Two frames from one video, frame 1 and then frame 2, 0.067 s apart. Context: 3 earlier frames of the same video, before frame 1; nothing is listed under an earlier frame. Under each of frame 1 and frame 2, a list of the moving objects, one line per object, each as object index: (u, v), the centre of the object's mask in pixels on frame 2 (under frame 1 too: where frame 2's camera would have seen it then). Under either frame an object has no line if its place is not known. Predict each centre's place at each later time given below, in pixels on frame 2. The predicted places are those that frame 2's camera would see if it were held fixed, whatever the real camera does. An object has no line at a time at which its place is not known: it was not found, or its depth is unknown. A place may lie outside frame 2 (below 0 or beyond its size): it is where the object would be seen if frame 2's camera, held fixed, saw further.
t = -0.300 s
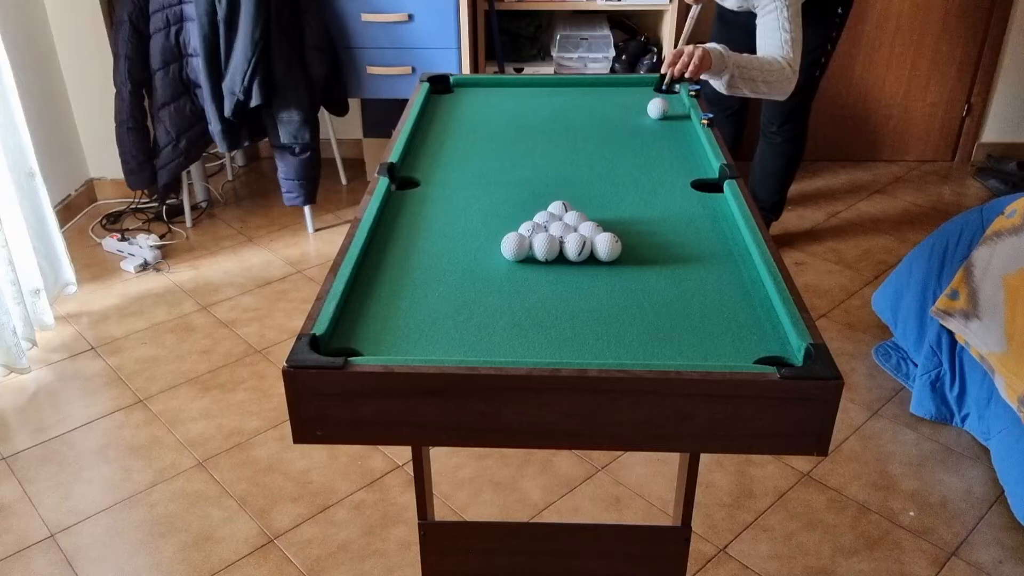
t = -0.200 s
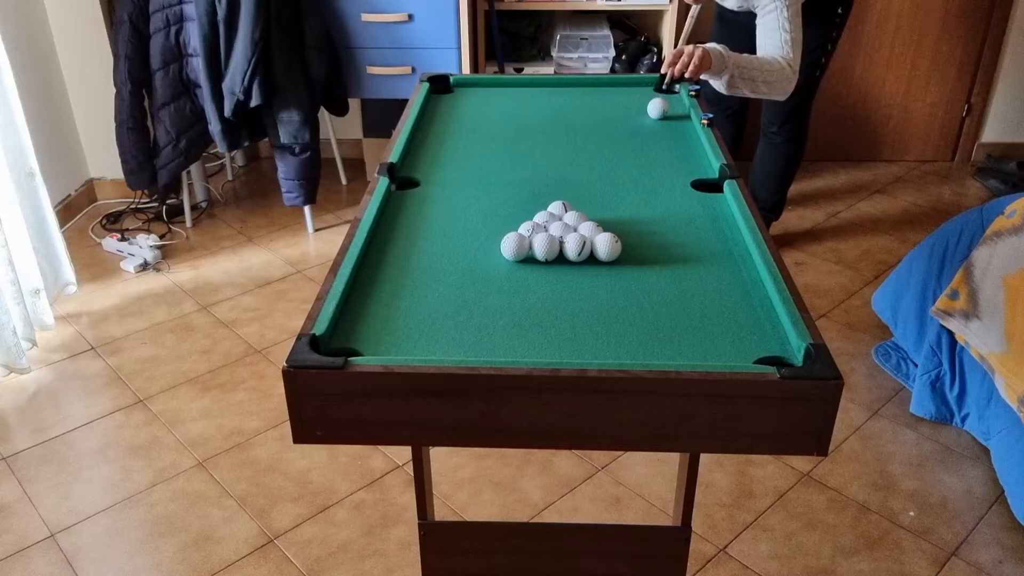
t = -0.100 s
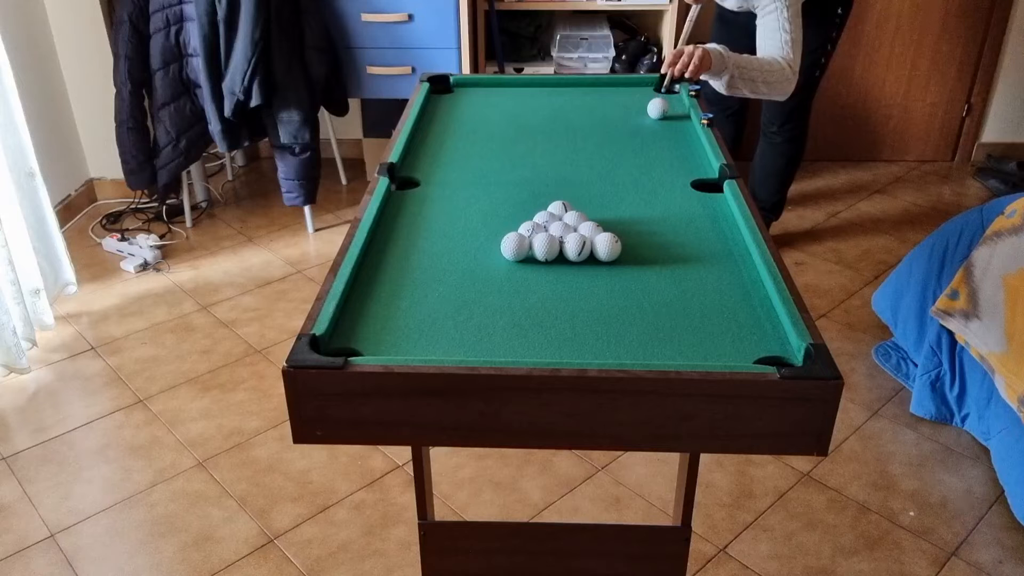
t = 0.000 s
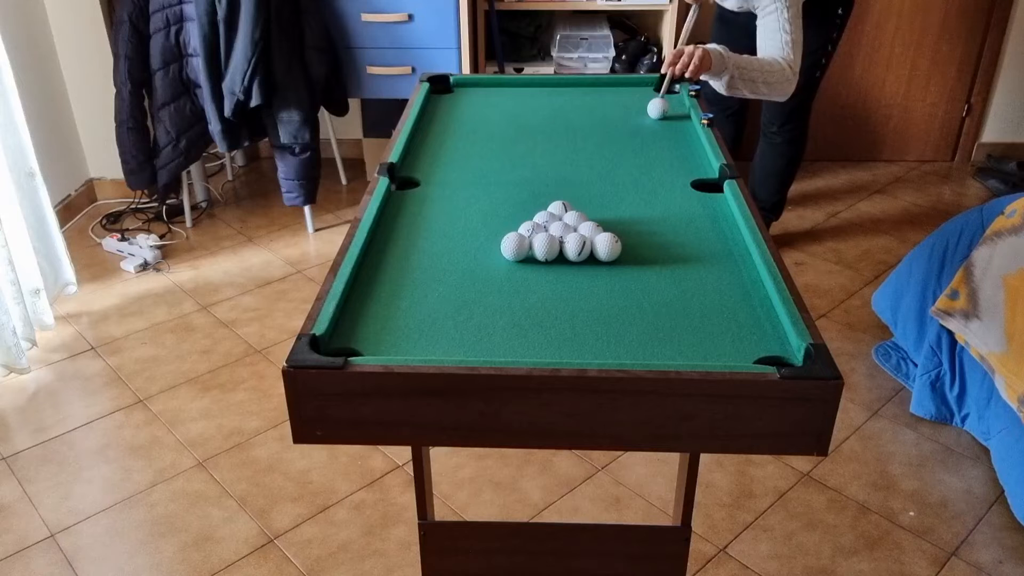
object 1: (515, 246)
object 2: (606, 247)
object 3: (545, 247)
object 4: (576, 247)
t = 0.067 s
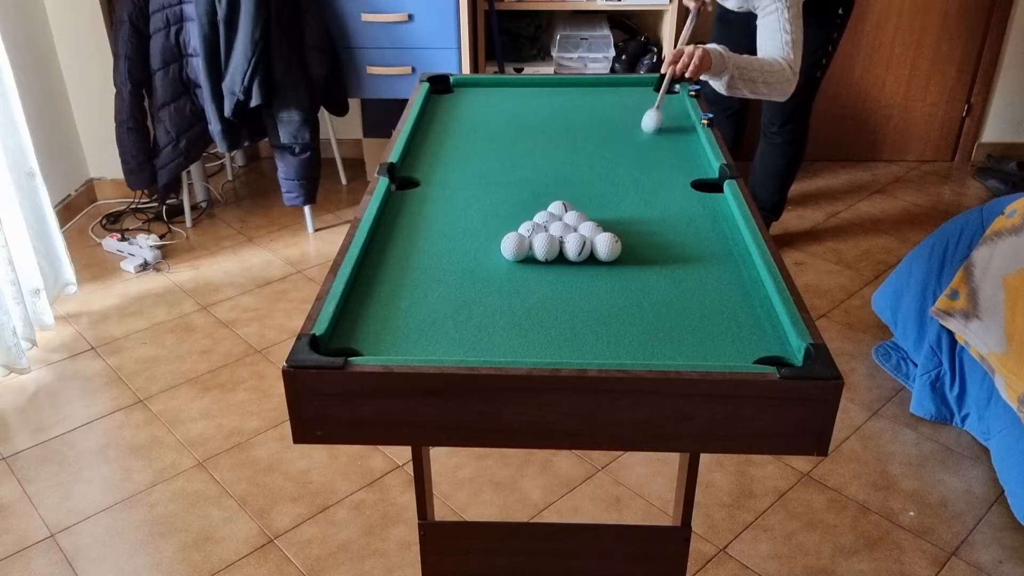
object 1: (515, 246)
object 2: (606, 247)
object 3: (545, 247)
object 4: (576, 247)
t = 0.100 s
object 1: (515, 246)
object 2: (606, 247)
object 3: (545, 247)
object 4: (576, 247)
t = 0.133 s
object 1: (515, 246)
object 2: (606, 247)
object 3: (545, 247)
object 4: (576, 247)
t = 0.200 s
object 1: (515, 246)
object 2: (606, 247)
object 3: (545, 247)
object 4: (576, 247)
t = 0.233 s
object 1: (515, 246)
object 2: (606, 247)
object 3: (545, 247)
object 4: (576, 247)
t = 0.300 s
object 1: (515, 246)
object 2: (606, 247)
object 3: (545, 247)
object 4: (576, 247)
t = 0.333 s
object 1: (515, 246)
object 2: (606, 247)
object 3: (545, 247)
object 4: (576, 247)
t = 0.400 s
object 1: (515, 246)
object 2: (606, 247)
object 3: (545, 247)
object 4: (576, 247)
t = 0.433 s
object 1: (515, 246)
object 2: (606, 247)
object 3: (545, 247)
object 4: (576, 247)
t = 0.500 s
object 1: (514, 247)
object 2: (606, 247)
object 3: (544, 247)
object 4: (575, 249)
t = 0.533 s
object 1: (511, 248)
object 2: (607, 248)
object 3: (542, 247)
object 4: (573, 252)
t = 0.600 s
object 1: (504, 249)
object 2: (608, 248)
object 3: (539, 247)
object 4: (570, 259)
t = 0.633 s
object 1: (501, 250)
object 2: (609, 249)
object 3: (538, 247)
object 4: (569, 263)
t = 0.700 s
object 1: (494, 252)
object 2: (610, 250)
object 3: (534, 247)
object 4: (565, 270)
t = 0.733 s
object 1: (491, 252)
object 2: (610, 250)
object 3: (532, 247)
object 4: (564, 273)
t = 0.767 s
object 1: (489, 253)
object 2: (610, 250)
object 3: (531, 247)
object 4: (563, 277)
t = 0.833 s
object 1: (483, 255)
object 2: (611, 251)
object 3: (528, 247)
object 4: (560, 284)
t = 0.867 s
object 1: (480, 256)
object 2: (611, 251)
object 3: (527, 246)
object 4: (559, 287)
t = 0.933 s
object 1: (475, 257)
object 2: (611, 252)
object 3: (525, 246)
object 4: (556, 294)
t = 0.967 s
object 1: (473, 258)
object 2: (611, 252)
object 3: (525, 246)
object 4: (555, 298)
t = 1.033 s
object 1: (468, 259)
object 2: (611, 252)
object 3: (523, 246)
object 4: (553, 304)
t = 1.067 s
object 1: (466, 260)
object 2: (611, 252)
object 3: (523, 246)
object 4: (552, 308)
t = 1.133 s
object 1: (462, 261)
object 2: (612, 253)
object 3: (522, 245)
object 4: (550, 315)
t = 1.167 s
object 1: (459, 262)
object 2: (612, 253)
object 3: (522, 245)
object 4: (549, 318)
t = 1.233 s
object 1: (456, 263)
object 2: (612, 253)
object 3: (521, 245)
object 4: (547, 325)
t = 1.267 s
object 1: (455, 264)
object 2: (612, 253)
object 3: (521, 245)
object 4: (546, 329)
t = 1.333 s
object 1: (452, 265)
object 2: (612, 253)
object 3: (522, 245)
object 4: (543, 336)
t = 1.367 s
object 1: (450, 266)
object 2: (612, 253)
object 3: (522, 245)
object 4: (543, 339)
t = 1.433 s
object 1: (448, 267)
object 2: (612, 253)
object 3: (522, 245)
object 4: (541, 344)
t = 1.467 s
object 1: (447, 267)
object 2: (612, 253)
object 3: (522, 245)
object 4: (540, 346)
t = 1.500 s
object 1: (446, 267)
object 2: (612, 253)
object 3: (522, 246)
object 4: (540, 346)
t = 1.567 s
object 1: (444, 268)
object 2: (612, 253)
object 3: (522, 245)
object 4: (539, 345)
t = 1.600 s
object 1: (443, 268)
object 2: (612, 253)
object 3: (522, 245)
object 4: (539, 344)
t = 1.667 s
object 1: (442, 268)
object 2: (612, 253)
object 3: (522, 245)
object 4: (539, 342)
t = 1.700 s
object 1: (441, 268)
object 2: (612, 253)
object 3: (522, 245)
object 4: (539, 341)
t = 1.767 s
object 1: (441, 268)
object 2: (612, 253)
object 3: (522, 245)
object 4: (539, 338)
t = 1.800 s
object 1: (440, 268)
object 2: (612, 253)
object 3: (522, 245)
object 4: (539, 337)
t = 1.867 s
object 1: (440, 268)
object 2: (612, 253)
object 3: (522, 245)
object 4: (540, 335)
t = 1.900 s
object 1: (440, 268)
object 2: (612, 253)
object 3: (522, 245)
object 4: (541, 334)
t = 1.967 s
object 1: (440, 268)
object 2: (612, 253)
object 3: (522, 245)
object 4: (542, 332)
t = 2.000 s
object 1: (440, 268)
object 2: (612, 253)
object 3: (522, 245)
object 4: (542, 331)
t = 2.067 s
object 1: (440, 268)
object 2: (612, 253)
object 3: (522, 245)
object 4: (543, 330)
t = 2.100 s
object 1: (441, 268)
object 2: (612, 253)
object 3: (522, 245)
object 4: (544, 329)
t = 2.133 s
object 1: (441, 268)
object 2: (612, 253)
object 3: (522, 245)
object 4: (544, 328)
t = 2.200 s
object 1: (441, 268)
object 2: (612, 253)
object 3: (522, 245)
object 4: (545, 327)
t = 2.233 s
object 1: (441, 268)
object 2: (612, 253)
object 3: (522, 245)
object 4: (545, 327)
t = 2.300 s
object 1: (441, 268)
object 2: (612, 253)
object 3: (522, 245)
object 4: (546, 326)
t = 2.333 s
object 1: (441, 268)
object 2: (612, 253)
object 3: (522, 245)
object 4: (546, 325)
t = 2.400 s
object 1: (442, 268)
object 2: (612, 253)
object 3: (522, 245)
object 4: (546, 325)
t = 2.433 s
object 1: (442, 268)
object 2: (612, 253)
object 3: (522, 245)
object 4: (547, 325)
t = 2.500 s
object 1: (443, 268)
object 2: (612, 253)
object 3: (522, 245)
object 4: (547, 324)
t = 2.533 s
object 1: (443, 268)
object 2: (612, 253)
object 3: (522, 245)
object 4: (548, 324)
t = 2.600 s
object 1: (442, 268)
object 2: (612, 253)
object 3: (522, 245)
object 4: (548, 324)
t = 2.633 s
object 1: (442, 268)
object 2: (612, 253)
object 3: (522, 245)
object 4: (548, 324)
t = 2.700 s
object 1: (442, 268)
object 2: (612, 253)
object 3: (522, 245)
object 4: (548, 325)
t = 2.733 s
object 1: (442, 268)
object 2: (612, 253)
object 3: (522, 245)
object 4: (548, 325)
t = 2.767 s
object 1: (442, 268)
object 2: (612, 253)
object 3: (522, 245)
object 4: (548, 325)
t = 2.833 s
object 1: (442, 268)
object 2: (612, 253)
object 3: (522, 245)
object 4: (548, 325)
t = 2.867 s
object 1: (442, 268)
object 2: (612, 253)
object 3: (522, 245)
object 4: (548, 325)
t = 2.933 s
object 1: (442, 268)
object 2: (612, 253)
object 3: (522, 245)
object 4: (548, 325)
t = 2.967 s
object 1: (442, 268)
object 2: (612, 253)
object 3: (522, 245)
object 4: (548, 325)
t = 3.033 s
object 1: (442, 268)
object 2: (612, 253)
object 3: (522, 245)
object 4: (548, 325)
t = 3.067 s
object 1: (442, 268)
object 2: (612, 253)
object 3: (522, 245)
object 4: (548, 325)
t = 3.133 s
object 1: (442, 268)
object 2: (612, 253)
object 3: (522, 245)
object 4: (548, 325)
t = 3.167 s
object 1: (442, 268)
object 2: (612, 253)
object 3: (522, 245)
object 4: (548, 325)
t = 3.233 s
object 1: (442, 268)
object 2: (612, 253)
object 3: (522, 245)
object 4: (548, 325)
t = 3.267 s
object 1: (442, 268)
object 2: (612, 253)
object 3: (522, 245)
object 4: (548, 325)
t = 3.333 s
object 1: (442, 268)
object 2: (612, 253)
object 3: (522, 245)
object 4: (548, 325)
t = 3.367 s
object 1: (442, 268)
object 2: (612, 253)
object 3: (522, 245)
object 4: (548, 325)
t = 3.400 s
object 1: (442, 268)
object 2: (612, 253)
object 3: (522, 245)
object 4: (548, 325)
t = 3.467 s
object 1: (442, 268)
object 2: (612, 253)
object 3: (522, 245)
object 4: (548, 325)
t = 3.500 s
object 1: (442, 268)
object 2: (612, 253)
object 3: (522, 245)
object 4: (548, 325)
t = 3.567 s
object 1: (442, 268)
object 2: (612, 253)
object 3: (522, 245)
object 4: (548, 325)
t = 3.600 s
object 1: (442, 268)
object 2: (612, 253)
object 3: (522, 245)
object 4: (548, 325)
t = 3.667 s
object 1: (442, 268)
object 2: (612, 253)
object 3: (522, 245)
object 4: (548, 325)
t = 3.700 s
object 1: (442, 268)
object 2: (612, 253)
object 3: (522, 245)
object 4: (548, 325)
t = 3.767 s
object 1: (442, 268)
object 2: (612, 253)
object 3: (522, 245)
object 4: (548, 325)
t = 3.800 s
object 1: (442, 268)
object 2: (612, 253)
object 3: (522, 245)
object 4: (548, 325)
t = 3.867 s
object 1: (442, 268)
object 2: (612, 253)
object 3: (522, 245)
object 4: (548, 325)
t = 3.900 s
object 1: (442, 268)
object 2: (612, 253)
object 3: (522, 245)
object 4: (548, 325)
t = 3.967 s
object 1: (442, 268)
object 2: (612, 253)
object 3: (522, 245)
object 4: (548, 325)
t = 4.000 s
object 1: (442, 268)
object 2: (612, 253)
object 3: (522, 245)
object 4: (548, 325)
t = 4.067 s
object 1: (442, 268)
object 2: (612, 253)
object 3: (522, 245)
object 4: (548, 325)
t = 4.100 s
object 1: (442, 268)
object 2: (612, 253)
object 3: (522, 245)
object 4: (548, 325)
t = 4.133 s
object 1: (442, 268)
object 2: (612, 253)
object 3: (522, 245)
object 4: (548, 325)
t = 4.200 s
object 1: (442, 268)
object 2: (612, 253)
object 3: (522, 245)
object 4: (548, 325)
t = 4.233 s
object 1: (442, 268)
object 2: (612, 253)
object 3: (522, 245)
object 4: (548, 325)
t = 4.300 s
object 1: (442, 268)
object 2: (612, 253)
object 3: (522, 245)
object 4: (548, 325)
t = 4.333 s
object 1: (442, 268)
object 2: (612, 253)
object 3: (522, 245)
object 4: (548, 325)
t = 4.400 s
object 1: (442, 268)
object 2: (612, 253)
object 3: (522, 245)
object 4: (548, 325)
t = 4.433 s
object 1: (442, 268)
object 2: (612, 253)
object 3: (522, 245)
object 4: (548, 325)
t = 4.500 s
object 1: (442, 268)
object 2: (612, 253)
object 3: (522, 245)
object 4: (548, 325)
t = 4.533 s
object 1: (442, 268)
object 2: (612, 253)
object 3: (522, 245)
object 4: (548, 325)
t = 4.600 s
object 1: (442, 268)
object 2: (612, 253)
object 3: (522, 245)
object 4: (548, 325)
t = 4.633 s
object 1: (442, 268)
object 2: (612, 253)
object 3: (522, 245)
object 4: (548, 325)
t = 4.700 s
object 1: (442, 268)
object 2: (612, 253)
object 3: (522, 245)
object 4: (548, 325)
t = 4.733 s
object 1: (442, 268)
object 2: (612, 253)
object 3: (522, 245)
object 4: (548, 325)
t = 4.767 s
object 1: (442, 268)
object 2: (612, 253)
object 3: (522, 245)
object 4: (548, 325)
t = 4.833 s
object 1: (442, 268)
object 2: (612, 253)
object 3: (522, 245)
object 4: (548, 325)
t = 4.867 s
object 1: (442, 268)
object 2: (612, 253)
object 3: (522, 245)
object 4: (548, 325)
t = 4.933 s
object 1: (442, 268)
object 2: (612, 253)
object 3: (522, 245)
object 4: (548, 325)
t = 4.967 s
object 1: (442, 268)
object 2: (612, 253)
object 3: (522, 245)
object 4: (548, 325)
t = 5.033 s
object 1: (442, 268)
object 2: (612, 253)
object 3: (522, 245)
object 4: (548, 325)
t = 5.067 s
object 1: (442, 268)
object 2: (612, 253)
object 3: (522, 245)
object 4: (548, 325)
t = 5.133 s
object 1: (442, 268)
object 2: (612, 253)
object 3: (522, 245)
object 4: (548, 325)
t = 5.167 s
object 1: (442, 268)
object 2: (612, 253)
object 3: (522, 245)
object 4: (548, 325)
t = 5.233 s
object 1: (442, 268)
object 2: (612, 253)
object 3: (522, 245)
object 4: (548, 325)
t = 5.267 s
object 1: (442, 268)
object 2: (612, 253)
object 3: (522, 245)
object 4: (547, 325)
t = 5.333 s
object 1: (442, 268)
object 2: (612, 253)
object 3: (522, 245)
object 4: (548, 325)
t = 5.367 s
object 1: (442, 268)
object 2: (612, 253)
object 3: (522, 245)
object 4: (548, 325)
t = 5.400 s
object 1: (442, 268)
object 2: (612, 253)
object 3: (522, 245)
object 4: (548, 325)
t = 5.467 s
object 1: (442, 268)
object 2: (612, 253)
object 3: (522, 245)
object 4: (548, 325)
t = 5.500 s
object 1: (442, 268)
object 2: (612, 253)
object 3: (522, 245)
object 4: (548, 325)
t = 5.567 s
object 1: (442, 268)
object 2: (612, 253)
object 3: (522, 245)
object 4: (548, 325)
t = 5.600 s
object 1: (442, 268)
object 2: (612, 253)
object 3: (522, 245)
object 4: (548, 325)
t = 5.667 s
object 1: (442, 268)
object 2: (612, 253)
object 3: (522, 245)
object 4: (548, 325)
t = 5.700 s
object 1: (442, 268)
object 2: (612, 253)
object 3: (522, 245)
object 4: (548, 325)
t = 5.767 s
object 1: (442, 268)
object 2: (612, 253)
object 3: (522, 245)
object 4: (548, 325)
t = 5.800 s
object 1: (442, 268)
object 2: (612, 253)
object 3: (522, 245)
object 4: (548, 325)
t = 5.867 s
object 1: (442, 268)
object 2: (612, 253)
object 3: (522, 245)
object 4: (548, 325)
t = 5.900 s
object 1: (442, 268)
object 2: (612, 253)
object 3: (522, 245)
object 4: (548, 325)
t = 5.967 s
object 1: (442, 268)
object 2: (612, 253)
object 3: (522, 245)
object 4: (548, 325)
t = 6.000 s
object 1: (442, 268)
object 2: (612, 253)
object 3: (522, 245)
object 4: (548, 325)
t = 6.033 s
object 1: (442, 268)
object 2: (612, 253)
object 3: (522, 245)
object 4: (548, 325)
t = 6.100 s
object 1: (442, 268)
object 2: (612, 253)
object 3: (522, 245)
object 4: (548, 325)
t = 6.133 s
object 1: (442, 268)
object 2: (612, 253)
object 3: (522, 245)
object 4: (548, 325)
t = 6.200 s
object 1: (442, 268)
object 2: (612, 253)
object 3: (522, 245)
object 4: (548, 325)
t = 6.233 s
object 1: (442, 268)
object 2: (612, 253)
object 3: (522, 245)
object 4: (548, 325)
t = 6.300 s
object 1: (442, 268)
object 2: (612, 253)
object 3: (522, 245)
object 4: (548, 325)
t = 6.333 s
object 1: (442, 268)
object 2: (612, 253)
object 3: (522, 245)
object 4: (548, 325)
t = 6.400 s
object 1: (442, 268)
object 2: (612, 253)
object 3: (522, 245)
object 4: (548, 325)
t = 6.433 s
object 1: (442, 268)
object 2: (612, 253)
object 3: (522, 245)
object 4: (548, 325)
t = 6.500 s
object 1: (442, 268)
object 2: (612, 253)
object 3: (522, 245)
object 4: (548, 325)
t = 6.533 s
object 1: (442, 268)
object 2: (612, 253)
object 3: (522, 245)
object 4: (548, 325)
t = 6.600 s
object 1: (442, 268)
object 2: (612, 253)
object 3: (522, 245)
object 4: (548, 325)
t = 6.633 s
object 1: (442, 268)
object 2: (612, 253)
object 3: (522, 245)
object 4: (548, 325)
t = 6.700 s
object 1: (442, 268)
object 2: (612, 253)
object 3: (522, 245)
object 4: (548, 325)
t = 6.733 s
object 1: (442, 268)
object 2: (612, 253)
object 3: (522, 245)
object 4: (548, 325)
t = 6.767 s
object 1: (442, 268)
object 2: (612, 253)
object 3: (522, 245)
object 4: (548, 325)
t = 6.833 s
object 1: (442, 268)
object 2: (612, 253)
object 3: (522, 245)
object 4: (548, 325)
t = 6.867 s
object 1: (442, 268)
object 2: (612, 253)
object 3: (522, 245)
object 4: (548, 325)
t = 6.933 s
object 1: (442, 268)
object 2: (612, 253)
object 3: (522, 245)
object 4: (548, 325)
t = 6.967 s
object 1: (442, 268)
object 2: (612, 253)
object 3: (522, 245)
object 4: (548, 325)
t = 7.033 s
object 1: (442, 268)
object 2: (612, 253)
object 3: (522, 245)
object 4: (548, 325)
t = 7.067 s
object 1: (442, 268)
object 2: (612, 253)
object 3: (522, 245)
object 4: (548, 325)
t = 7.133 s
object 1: (442, 268)
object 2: (612, 253)
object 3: (522, 245)
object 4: (548, 325)
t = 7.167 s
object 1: (442, 268)
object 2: (612, 253)
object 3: (522, 245)
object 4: (548, 325)
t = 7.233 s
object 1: (442, 268)
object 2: (612, 253)
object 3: (522, 245)
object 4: (548, 325)
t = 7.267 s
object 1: (442, 268)
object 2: (612, 253)
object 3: (522, 245)
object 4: (548, 325)
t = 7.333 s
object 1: (442, 268)
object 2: (612, 253)
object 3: (522, 245)
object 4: (548, 325)
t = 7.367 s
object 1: (442, 268)
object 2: (612, 253)
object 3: (522, 245)
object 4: (548, 325)
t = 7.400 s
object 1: (442, 268)
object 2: (612, 253)
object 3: (522, 245)
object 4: (548, 325)
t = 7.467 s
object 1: (442, 268)
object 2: (612, 253)
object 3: (522, 245)
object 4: (548, 325)
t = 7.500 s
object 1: (442, 268)
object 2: (612, 253)
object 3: (522, 245)
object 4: (548, 325)
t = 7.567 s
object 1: (442, 268)
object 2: (612, 253)
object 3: (522, 245)
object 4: (548, 325)
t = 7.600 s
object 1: (442, 268)
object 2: (612, 253)
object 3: (522, 245)
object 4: (548, 325)
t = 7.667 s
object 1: (442, 268)
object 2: (612, 253)
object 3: (522, 245)
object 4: (548, 325)
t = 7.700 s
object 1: (443, 268)
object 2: (612, 253)
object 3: (522, 245)
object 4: (548, 325)
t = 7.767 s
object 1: (442, 268)
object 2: (612, 253)
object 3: (522, 245)
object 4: (548, 325)
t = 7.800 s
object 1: (443, 268)
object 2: (612, 253)
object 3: (522, 245)
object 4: (548, 325)
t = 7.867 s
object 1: (443, 268)
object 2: (612, 253)
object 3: (522, 245)
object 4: (548, 325)
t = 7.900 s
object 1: (443, 268)
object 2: (612, 253)
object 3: (522, 245)
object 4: (548, 325)
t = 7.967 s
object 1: (443, 268)
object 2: (612, 253)
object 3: (522, 245)
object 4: (548, 325)
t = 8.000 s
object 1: (443, 268)
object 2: (612, 253)
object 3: (522, 245)
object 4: (548, 325)
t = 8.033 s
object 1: (443, 268)
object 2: (612, 253)
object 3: (522, 245)
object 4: (548, 325)
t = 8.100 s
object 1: (443, 268)
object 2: (612, 253)
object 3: (522, 245)
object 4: (548, 325)
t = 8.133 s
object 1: (442, 268)
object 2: (612, 253)
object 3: (522, 245)
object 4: (548, 325)
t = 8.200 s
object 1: (442, 268)
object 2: (612, 253)
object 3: (522, 245)
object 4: (548, 325)
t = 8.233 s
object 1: (443, 268)
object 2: (612, 253)
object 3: (522, 245)
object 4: (548, 325)
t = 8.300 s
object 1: (443, 268)
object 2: (612, 253)
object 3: (522, 245)
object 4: (548, 325)
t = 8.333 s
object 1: (442, 268)
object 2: (612, 253)
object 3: (522, 245)
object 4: (548, 325)
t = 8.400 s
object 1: (442, 268)
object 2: (612, 253)
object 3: (522, 245)
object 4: (548, 325)
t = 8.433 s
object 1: (442, 268)
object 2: (612, 253)
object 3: (522, 245)
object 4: (548, 325)
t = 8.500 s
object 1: (442, 268)
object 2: (612, 253)
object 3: (522, 245)
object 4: (548, 325)
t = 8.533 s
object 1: (442, 268)
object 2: (612, 253)
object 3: (522, 245)
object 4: (548, 325)
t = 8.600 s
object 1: (442, 268)
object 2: (612, 253)
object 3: (522, 245)
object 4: (548, 325)
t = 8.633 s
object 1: (442, 268)
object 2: (612, 253)
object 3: (522, 245)
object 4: (548, 325)
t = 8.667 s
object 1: (442, 268)
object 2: (612, 253)
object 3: (522, 245)
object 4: (548, 325)
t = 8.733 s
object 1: (442, 268)
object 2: (612, 253)
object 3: (522, 245)
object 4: (548, 325)
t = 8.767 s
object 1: (442, 268)
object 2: (612, 253)
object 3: (522, 245)
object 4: (548, 325)
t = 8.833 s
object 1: (442, 268)
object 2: (612, 253)
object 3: (522, 245)
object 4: (548, 325)
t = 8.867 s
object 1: (442, 268)
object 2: (612, 253)
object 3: (522, 245)
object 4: (548, 325)
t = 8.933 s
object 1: (442, 268)
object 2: (612, 253)
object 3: (522, 245)
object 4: (548, 325)
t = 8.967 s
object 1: (442, 268)
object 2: (612, 253)
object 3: (522, 245)
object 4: (548, 325)
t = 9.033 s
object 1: (442, 268)
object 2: (612, 253)
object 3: (522, 245)
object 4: (548, 325)
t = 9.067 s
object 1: (442, 268)
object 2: (612, 253)
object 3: (522, 245)
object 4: (548, 325)
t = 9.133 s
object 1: (442, 268)
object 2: (612, 253)
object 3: (522, 245)
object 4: (548, 325)
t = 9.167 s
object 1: (442, 268)
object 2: (612, 253)
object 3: (522, 245)
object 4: (548, 325)
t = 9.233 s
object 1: (442, 268)
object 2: (612, 253)
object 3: (522, 245)
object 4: (548, 325)
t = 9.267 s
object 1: (442, 268)
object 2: (612, 253)
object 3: (522, 245)
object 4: (548, 325)
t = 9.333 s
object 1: (442, 268)
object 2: (612, 253)
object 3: (522, 245)
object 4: (548, 325)
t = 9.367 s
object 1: (442, 268)
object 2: (612, 253)
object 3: (522, 245)
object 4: (548, 325)
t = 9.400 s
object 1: (442, 268)
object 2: (612, 253)
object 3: (522, 245)
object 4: (548, 325)
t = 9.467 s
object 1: (442, 268)
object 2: (612, 253)
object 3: (522, 245)
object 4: (548, 325)
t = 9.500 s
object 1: (442, 268)
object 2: (612, 253)
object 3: (522, 245)
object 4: (548, 325)
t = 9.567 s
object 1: (442, 268)
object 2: (612, 253)
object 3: (522, 245)
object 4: (548, 325)
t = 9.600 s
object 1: (442, 268)
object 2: (612, 253)
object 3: (522, 245)
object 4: (548, 325)
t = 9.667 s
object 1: (442, 268)
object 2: (612, 253)
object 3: (522, 245)
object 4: (548, 325)
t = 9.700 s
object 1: (442, 268)
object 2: (612, 253)
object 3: (522, 245)
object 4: (548, 325)
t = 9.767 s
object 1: (442, 268)
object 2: (612, 253)
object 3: (522, 245)
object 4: (548, 325)
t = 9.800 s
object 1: (442, 268)
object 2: (612, 253)
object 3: (522, 245)
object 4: (548, 325)
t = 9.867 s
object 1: (442, 268)
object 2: (612, 253)
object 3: (522, 245)
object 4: (548, 325)
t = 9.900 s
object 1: (442, 268)
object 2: (612, 253)
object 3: (522, 245)
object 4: (548, 325)
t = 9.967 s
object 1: (442, 268)
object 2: (612, 253)
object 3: (522, 245)
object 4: (548, 325)
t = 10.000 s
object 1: (442, 268)
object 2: (612, 253)
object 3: (522, 245)
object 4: (548, 325)
